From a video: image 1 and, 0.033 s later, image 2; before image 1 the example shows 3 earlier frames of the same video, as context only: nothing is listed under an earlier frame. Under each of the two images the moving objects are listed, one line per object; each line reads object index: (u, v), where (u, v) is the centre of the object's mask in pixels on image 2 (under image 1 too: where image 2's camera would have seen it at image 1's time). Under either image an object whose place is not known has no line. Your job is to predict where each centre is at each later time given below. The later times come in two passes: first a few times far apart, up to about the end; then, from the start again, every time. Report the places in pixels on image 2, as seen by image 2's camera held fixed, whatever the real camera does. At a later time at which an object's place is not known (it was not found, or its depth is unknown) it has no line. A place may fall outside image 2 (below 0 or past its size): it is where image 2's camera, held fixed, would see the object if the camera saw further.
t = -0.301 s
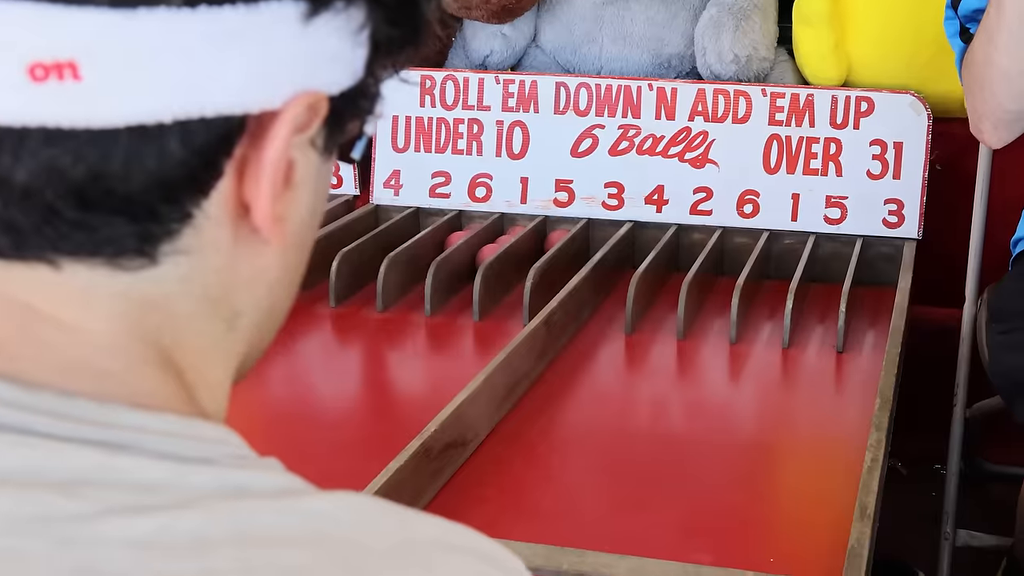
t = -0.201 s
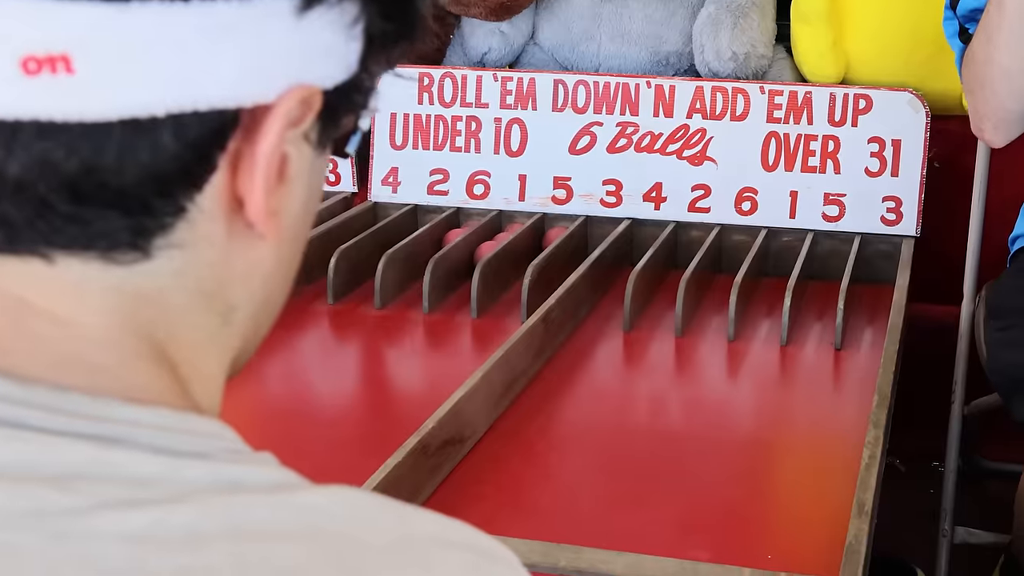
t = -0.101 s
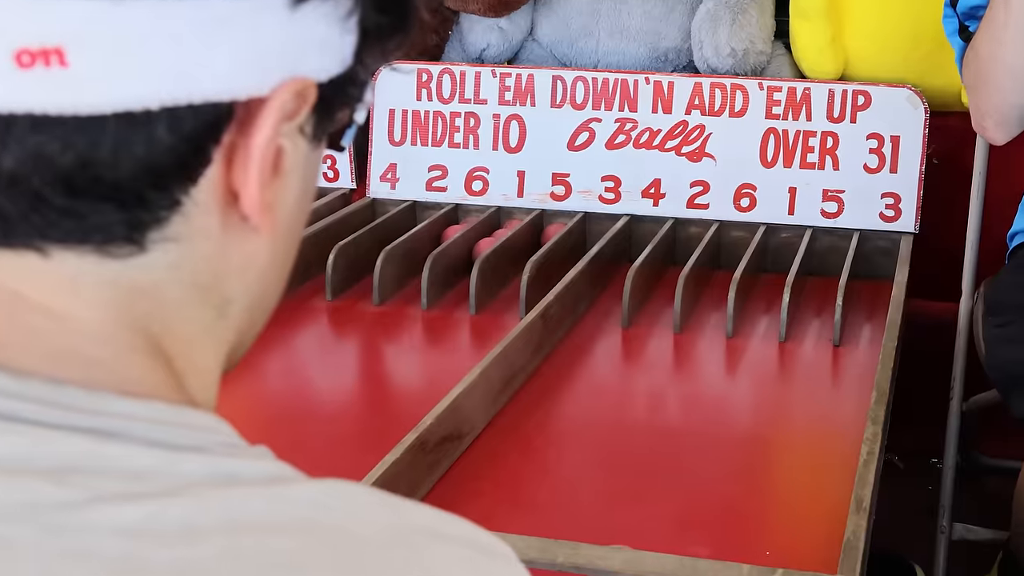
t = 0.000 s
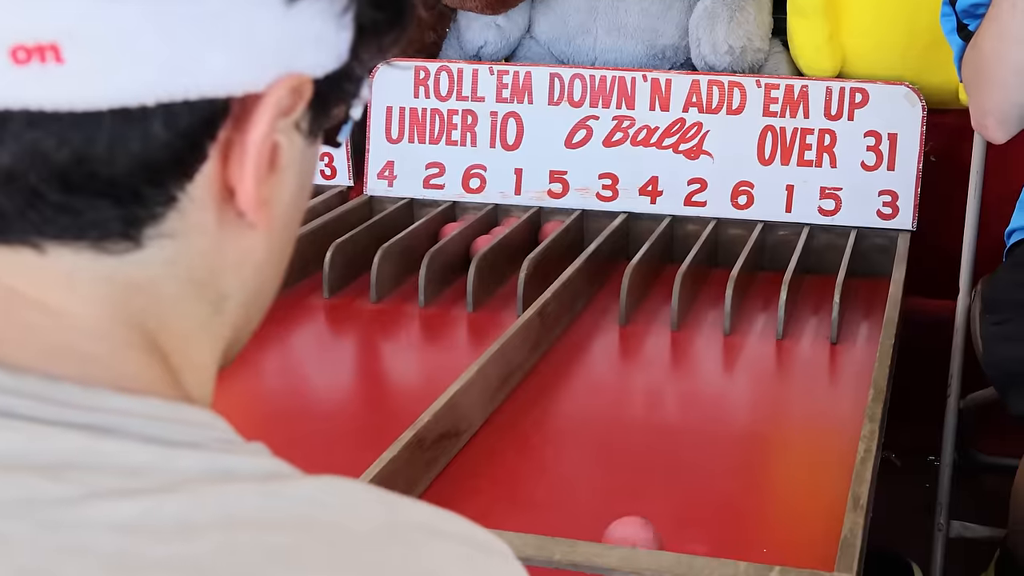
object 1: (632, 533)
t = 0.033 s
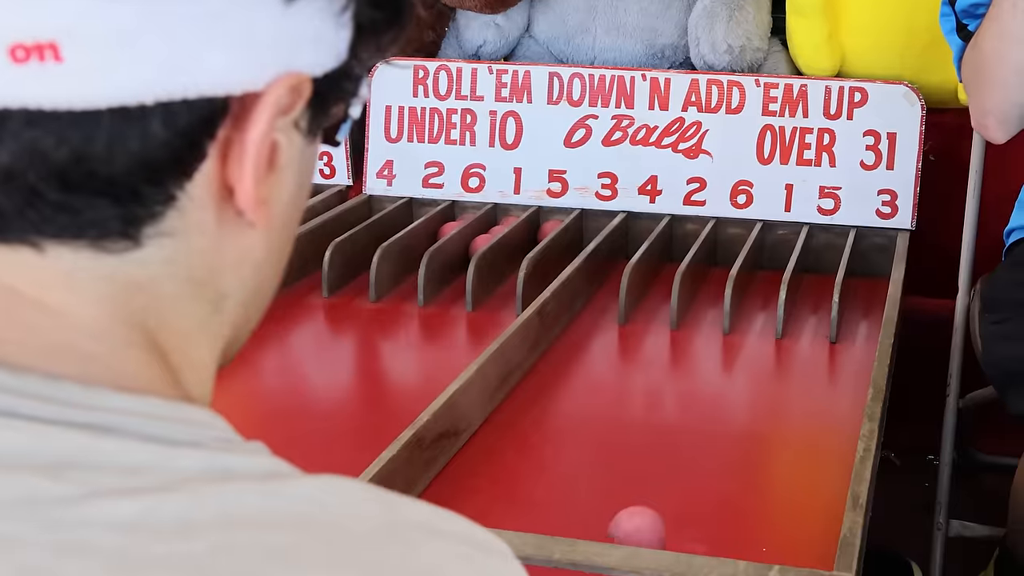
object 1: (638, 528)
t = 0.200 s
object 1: (672, 485)
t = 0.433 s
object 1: (726, 406)
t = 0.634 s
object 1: (769, 337)
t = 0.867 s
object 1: (776, 356)
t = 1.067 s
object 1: (787, 378)
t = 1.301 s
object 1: (811, 382)
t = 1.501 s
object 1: (836, 368)
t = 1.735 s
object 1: (857, 337)
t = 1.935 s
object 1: (864, 311)
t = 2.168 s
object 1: (869, 280)
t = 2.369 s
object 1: (873, 269)
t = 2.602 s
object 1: (872, 282)
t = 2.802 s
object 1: (872, 280)
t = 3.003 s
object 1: (872, 269)
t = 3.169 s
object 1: (873, 264)
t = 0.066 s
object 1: (644, 523)
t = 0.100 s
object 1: (651, 517)
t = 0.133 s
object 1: (658, 508)
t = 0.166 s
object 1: (665, 497)
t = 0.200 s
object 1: (672, 485)
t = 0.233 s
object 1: (679, 474)
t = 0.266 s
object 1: (688, 463)
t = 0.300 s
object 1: (695, 452)
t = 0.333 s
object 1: (702, 441)
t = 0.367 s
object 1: (709, 429)
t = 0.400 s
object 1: (717, 418)
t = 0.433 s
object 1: (726, 406)
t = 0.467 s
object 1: (733, 395)
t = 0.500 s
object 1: (740, 383)
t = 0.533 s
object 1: (748, 370)
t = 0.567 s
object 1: (755, 360)
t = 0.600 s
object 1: (763, 348)
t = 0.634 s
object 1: (769, 337)
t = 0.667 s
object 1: (776, 326)
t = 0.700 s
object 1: (777, 320)
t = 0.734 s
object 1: (776, 321)
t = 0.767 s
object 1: (776, 329)
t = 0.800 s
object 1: (774, 345)
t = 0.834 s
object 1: (774, 362)
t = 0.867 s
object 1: (776, 356)
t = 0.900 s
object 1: (778, 358)
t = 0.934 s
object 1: (779, 366)
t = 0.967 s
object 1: (781, 370)
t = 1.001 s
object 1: (783, 370)
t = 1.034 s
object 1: (784, 377)
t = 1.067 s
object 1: (787, 378)
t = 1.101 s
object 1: (790, 380)
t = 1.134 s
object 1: (793, 381)
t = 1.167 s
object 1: (796, 384)
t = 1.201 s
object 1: (800, 383)
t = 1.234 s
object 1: (803, 383)
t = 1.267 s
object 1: (807, 383)
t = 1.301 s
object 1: (811, 382)
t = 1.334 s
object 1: (815, 381)
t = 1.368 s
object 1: (819, 379)
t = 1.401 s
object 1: (823, 377)
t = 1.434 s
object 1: (828, 375)
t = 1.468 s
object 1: (832, 372)
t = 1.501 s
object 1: (836, 368)
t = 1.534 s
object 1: (841, 365)
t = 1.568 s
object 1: (845, 361)
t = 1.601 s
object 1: (850, 357)
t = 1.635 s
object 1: (853, 353)
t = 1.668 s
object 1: (857, 347)
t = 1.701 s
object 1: (856, 343)
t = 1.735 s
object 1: (857, 337)
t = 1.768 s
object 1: (856, 332)
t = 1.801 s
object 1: (857, 327)
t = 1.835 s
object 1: (862, 323)
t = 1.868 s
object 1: (861, 319)
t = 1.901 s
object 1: (862, 315)
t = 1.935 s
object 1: (864, 311)
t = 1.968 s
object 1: (865, 307)
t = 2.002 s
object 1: (867, 303)
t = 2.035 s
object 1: (867, 298)
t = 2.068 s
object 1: (868, 294)
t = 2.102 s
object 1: (868, 289)
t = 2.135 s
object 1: (869, 285)
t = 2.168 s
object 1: (869, 280)
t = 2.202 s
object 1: (870, 275)
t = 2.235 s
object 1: (872, 270)
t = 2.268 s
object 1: (873, 265)
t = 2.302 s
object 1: (874, 262)
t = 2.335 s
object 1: (874, 264)
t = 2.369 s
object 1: (873, 269)
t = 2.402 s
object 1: (873, 273)
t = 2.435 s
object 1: (873, 275)
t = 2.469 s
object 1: (872, 277)
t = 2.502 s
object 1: (872, 278)
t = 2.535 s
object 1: (872, 280)
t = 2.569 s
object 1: (872, 280)
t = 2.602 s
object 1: (872, 282)
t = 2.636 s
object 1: (872, 281)
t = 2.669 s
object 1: (871, 281)
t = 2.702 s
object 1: (871, 282)
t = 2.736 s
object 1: (871, 281)
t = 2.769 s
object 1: (871, 280)
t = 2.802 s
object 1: (872, 280)
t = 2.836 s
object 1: (871, 278)
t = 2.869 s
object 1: (872, 277)
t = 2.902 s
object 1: (872, 275)
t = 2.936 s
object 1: (872, 273)
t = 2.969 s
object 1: (872, 271)
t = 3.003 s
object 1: (872, 269)
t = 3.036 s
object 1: (873, 266)
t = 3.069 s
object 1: (873, 264)
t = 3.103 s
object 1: (874, 261)
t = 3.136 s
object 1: (873, 263)
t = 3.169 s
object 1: (873, 264)
